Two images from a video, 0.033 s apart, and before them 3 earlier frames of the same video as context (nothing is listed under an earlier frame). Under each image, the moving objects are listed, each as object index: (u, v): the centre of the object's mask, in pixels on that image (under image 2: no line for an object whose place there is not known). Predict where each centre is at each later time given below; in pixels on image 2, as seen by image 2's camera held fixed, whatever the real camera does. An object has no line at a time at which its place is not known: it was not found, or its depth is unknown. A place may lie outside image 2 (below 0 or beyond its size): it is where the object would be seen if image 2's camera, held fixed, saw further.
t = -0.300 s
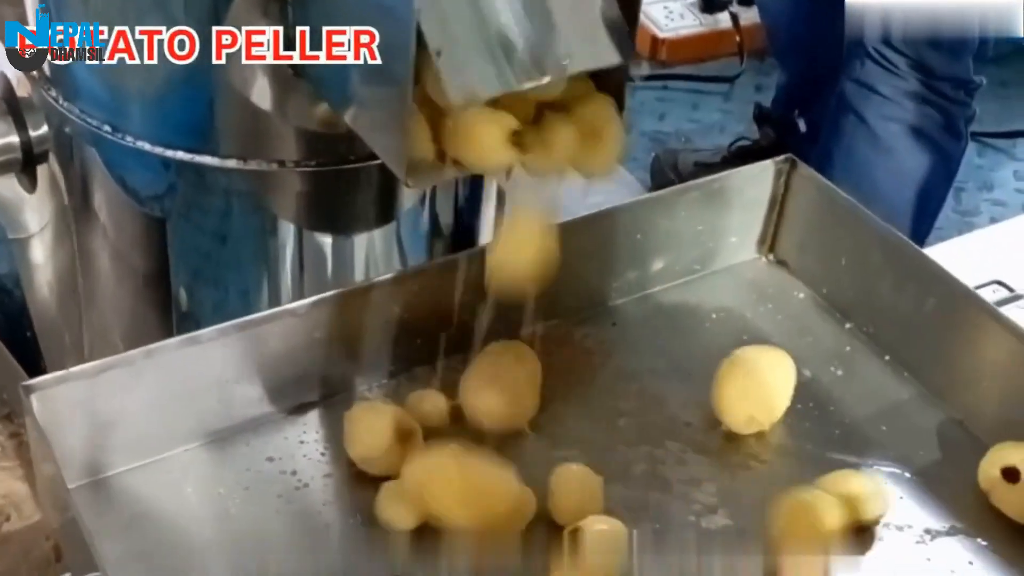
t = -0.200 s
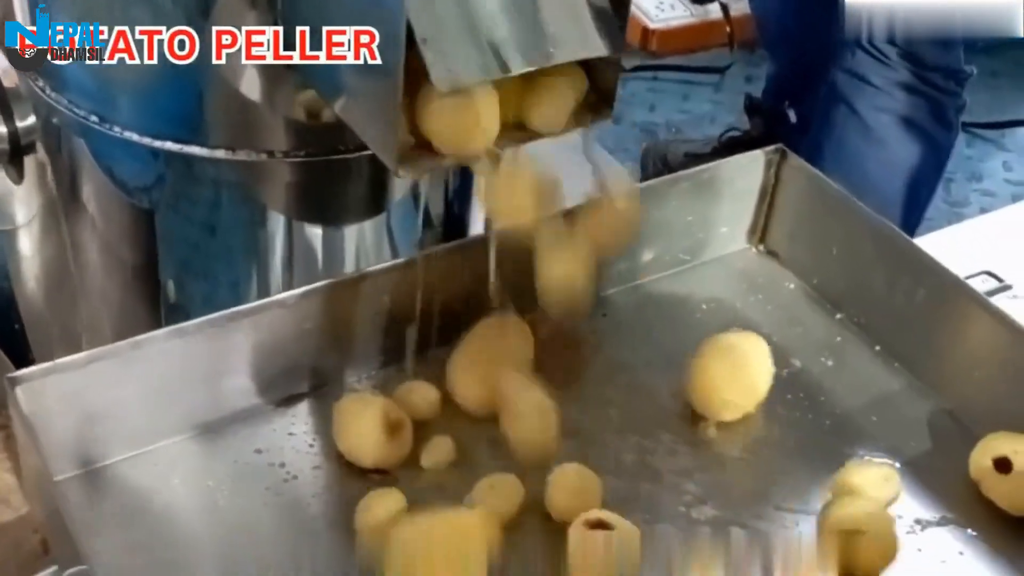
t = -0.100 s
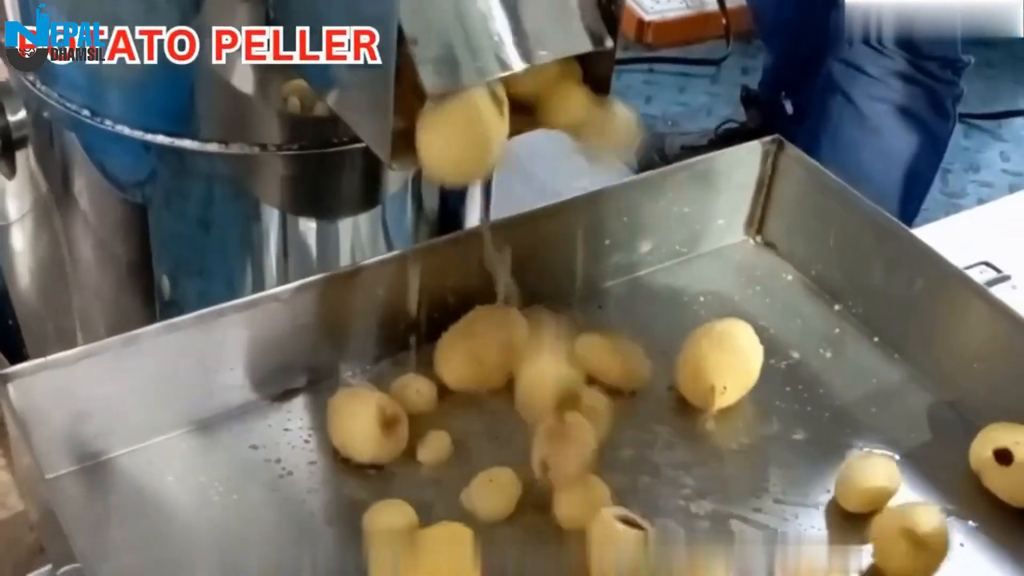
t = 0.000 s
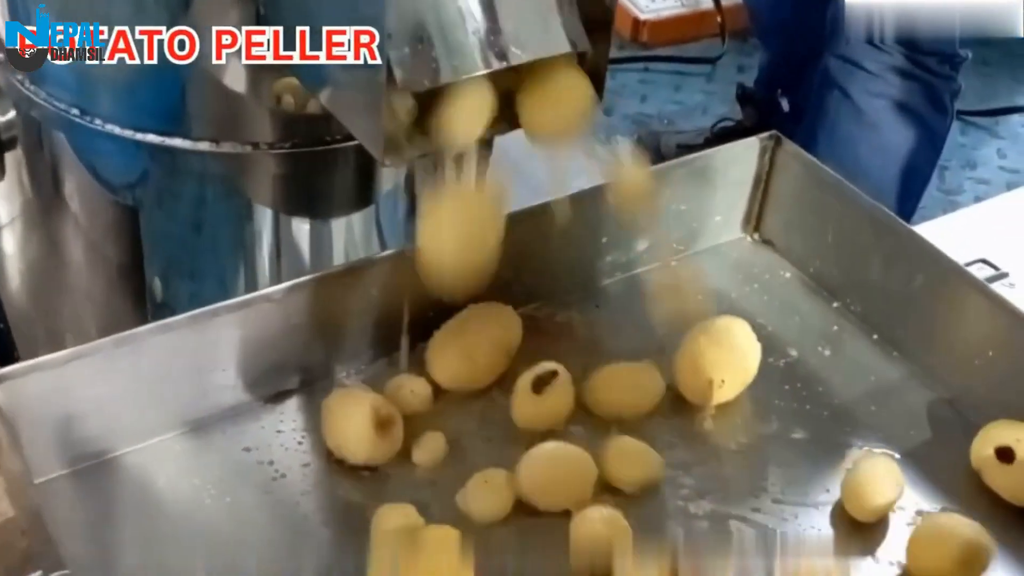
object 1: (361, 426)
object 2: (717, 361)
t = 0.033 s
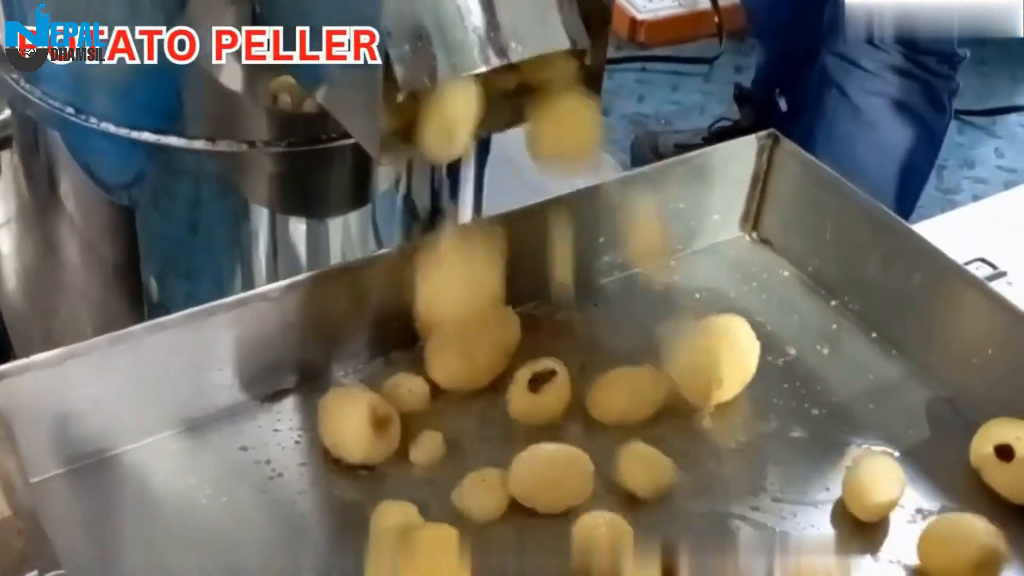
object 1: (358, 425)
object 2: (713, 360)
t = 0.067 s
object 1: (358, 425)
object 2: (720, 358)
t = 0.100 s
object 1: (356, 424)
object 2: (725, 359)
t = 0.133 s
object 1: (351, 425)
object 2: (734, 357)
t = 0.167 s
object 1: (351, 427)
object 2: (739, 357)
